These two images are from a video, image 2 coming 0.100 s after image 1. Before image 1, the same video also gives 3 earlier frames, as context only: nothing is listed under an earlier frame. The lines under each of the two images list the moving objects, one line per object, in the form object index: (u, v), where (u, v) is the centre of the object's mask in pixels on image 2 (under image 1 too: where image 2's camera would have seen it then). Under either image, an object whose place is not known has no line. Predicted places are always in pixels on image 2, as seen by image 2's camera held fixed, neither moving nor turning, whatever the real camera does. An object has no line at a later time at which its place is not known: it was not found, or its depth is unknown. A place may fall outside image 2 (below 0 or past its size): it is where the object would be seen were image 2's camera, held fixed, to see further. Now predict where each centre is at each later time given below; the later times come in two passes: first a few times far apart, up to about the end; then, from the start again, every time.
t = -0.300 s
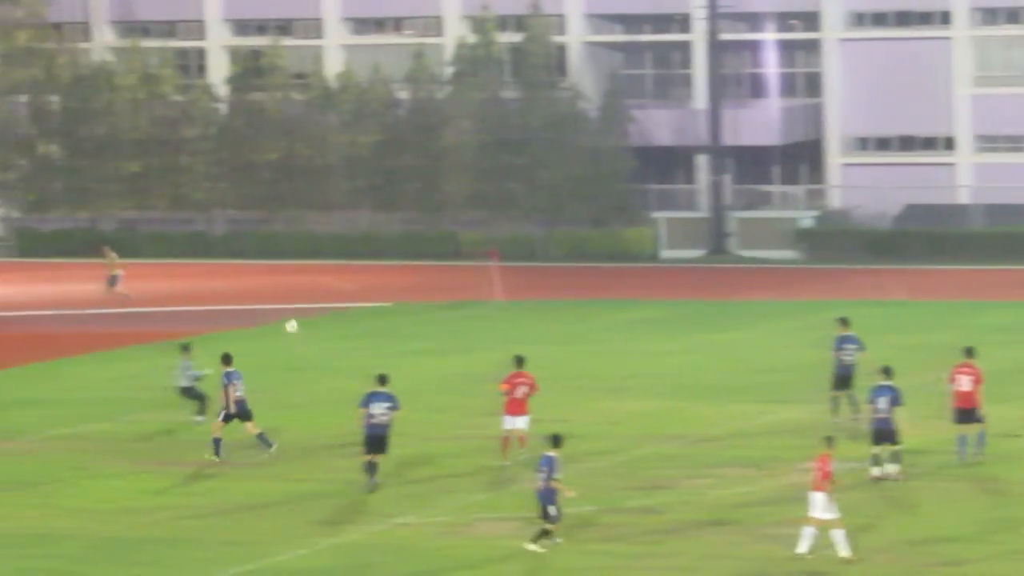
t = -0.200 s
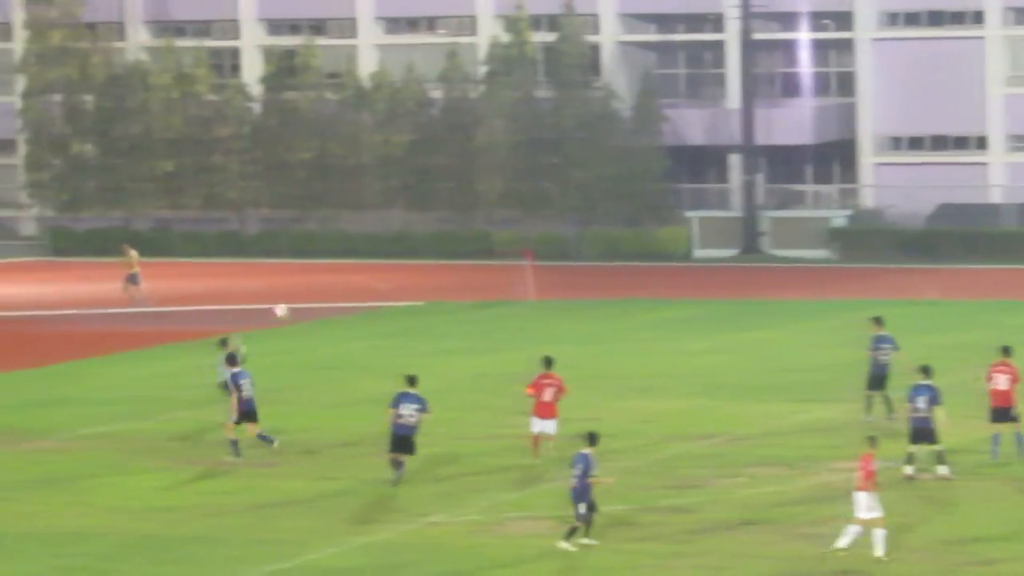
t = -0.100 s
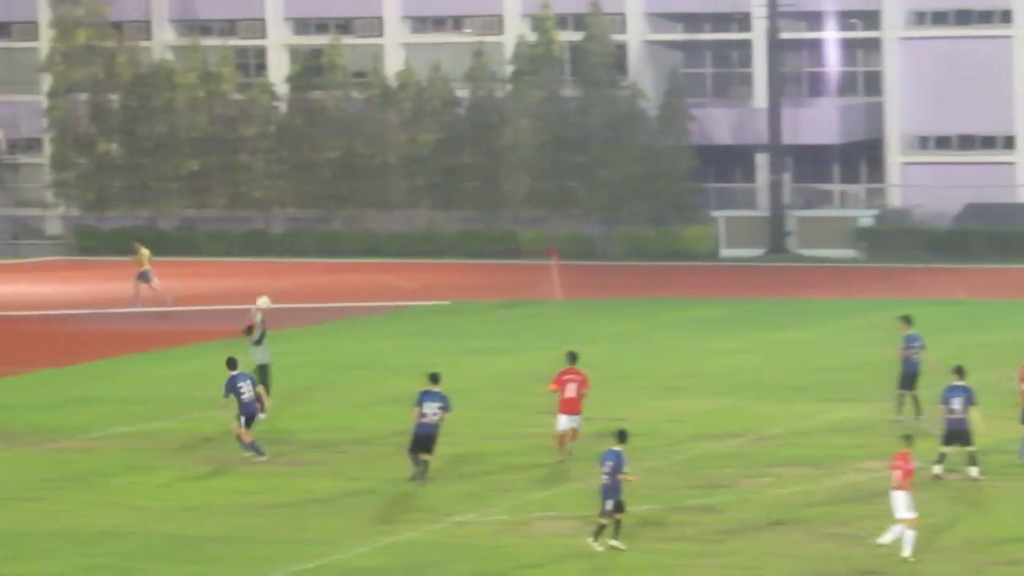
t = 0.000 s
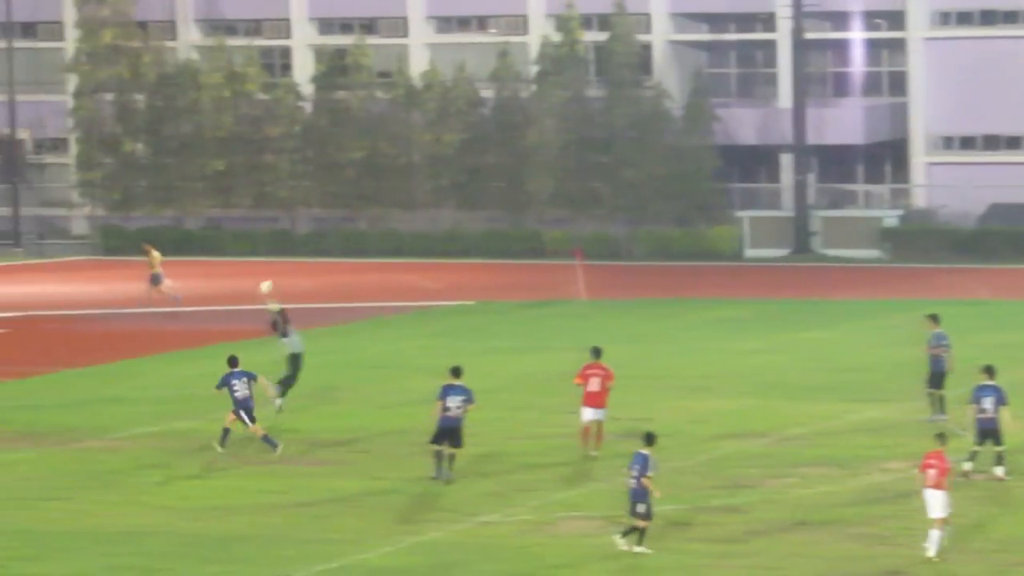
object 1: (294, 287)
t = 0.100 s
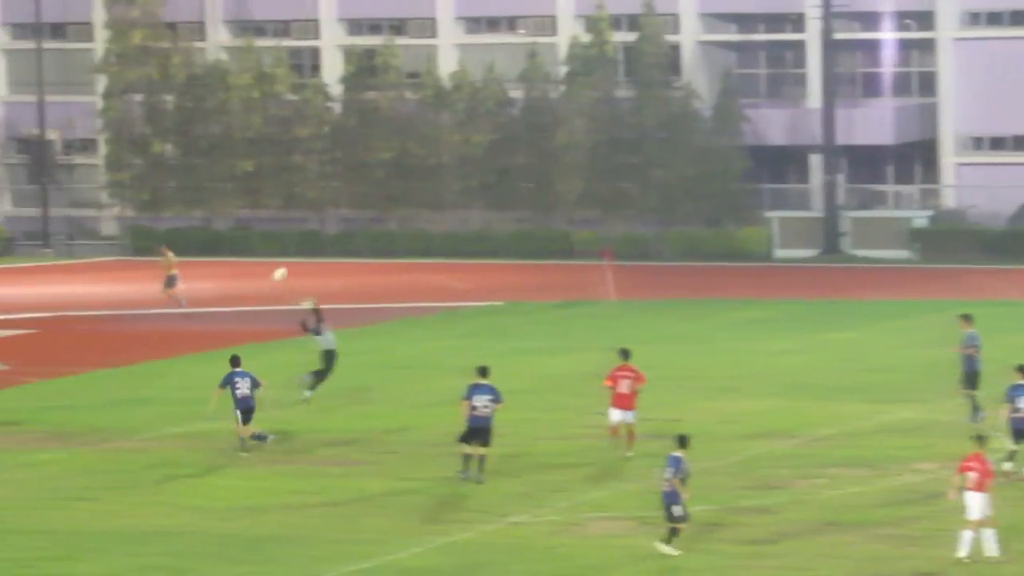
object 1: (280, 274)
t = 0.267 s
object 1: (257, 263)
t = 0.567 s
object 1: (217, 286)
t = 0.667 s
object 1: (202, 305)
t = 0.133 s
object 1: (275, 270)
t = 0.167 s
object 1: (270, 267)
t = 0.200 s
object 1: (266, 265)
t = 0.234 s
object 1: (262, 264)
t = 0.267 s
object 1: (257, 263)
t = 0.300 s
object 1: (253, 263)
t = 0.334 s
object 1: (248, 264)
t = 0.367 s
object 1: (244, 264)
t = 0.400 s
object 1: (239, 266)
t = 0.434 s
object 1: (235, 269)
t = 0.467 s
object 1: (230, 273)
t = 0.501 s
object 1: (226, 276)
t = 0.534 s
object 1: (221, 281)
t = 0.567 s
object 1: (217, 286)
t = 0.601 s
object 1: (211, 291)
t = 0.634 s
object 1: (206, 298)
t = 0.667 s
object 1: (202, 305)
